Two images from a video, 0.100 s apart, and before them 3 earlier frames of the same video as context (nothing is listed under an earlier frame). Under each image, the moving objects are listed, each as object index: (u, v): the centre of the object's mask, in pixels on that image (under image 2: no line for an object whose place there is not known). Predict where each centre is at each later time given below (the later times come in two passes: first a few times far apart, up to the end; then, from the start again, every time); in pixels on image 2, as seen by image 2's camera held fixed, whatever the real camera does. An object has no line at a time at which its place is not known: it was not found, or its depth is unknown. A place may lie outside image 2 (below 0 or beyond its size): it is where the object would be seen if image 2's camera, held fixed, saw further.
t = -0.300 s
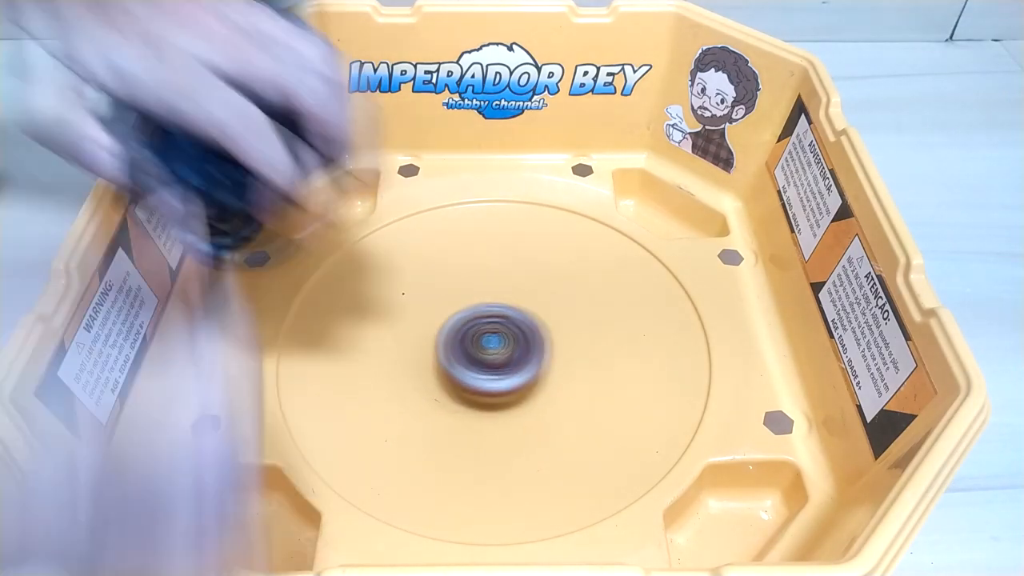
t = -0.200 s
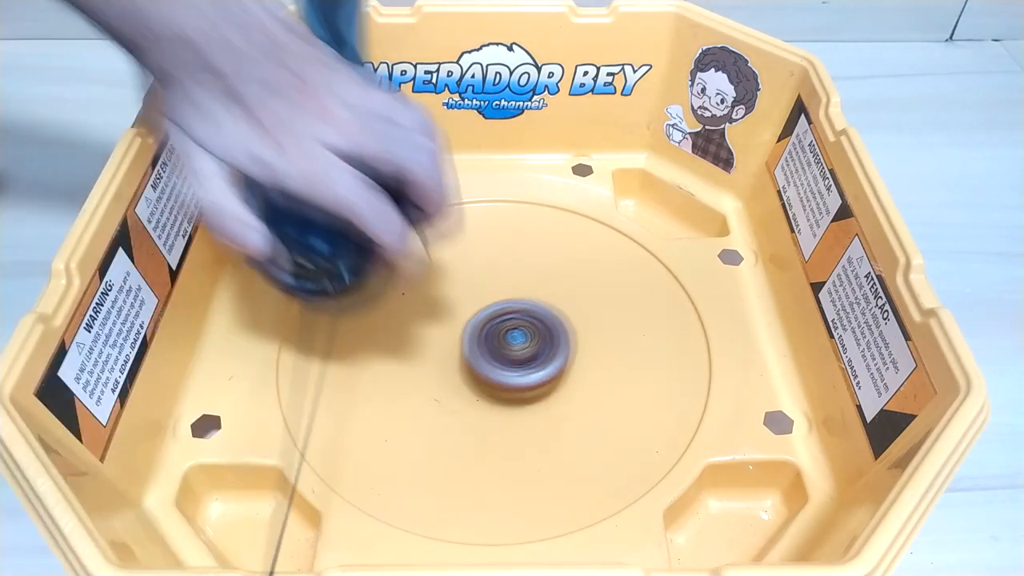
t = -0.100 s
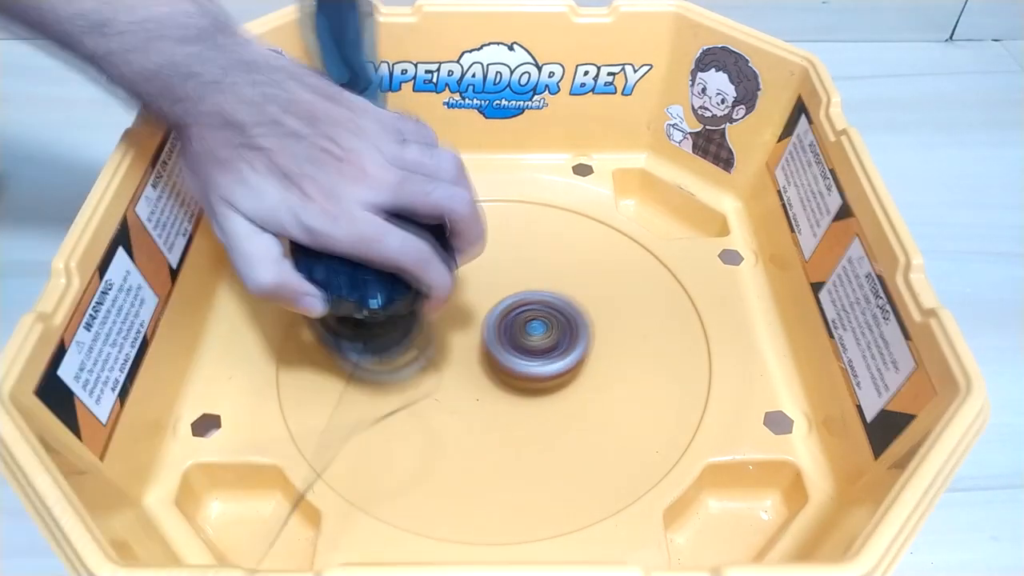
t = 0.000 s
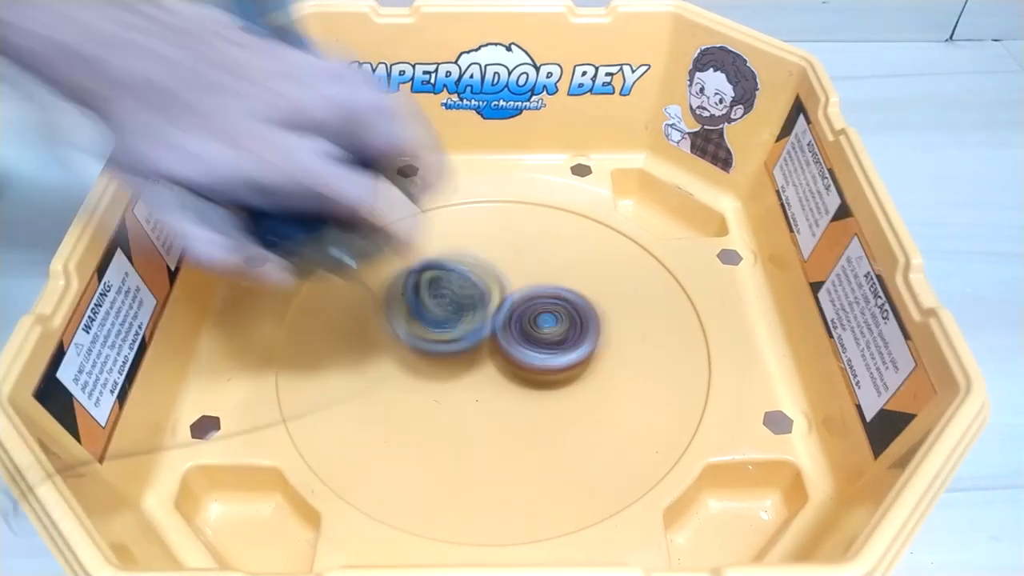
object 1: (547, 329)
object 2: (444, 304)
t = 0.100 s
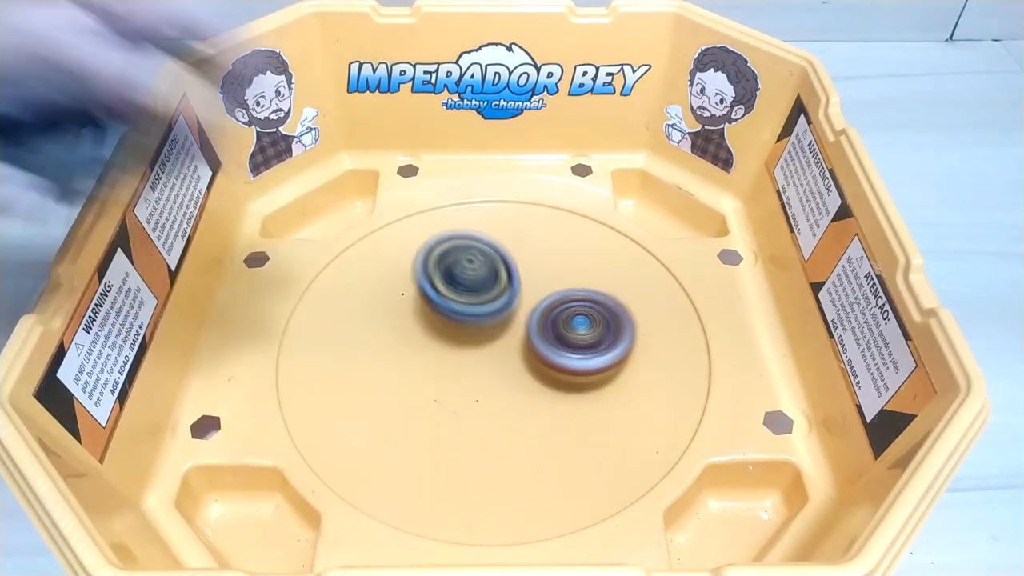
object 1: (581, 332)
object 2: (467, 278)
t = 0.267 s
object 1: (574, 321)
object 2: (480, 249)
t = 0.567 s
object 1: (507, 311)
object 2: (464, 226)
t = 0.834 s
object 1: (447, 332)
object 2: (442, 234)
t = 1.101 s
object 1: (449, 381)
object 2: (480, 268)
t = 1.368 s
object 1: (487, 364)
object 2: (564, 245)
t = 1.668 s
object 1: (462, 339)
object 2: (511, 249)
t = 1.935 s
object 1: (448, 380)
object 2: (582, 316)
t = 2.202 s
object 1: (475, 378)
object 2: (637, 264)
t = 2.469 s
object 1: (431, 420)
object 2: (538, 267)
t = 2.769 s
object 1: (551, 443)
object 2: (486, 341)
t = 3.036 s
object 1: (630, 418)
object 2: (443, 362)
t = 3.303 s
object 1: (707, 311)
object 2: (320, 418)
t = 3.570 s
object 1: (568, 217)
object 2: (385, 364)
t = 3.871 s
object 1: (398, 265)
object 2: (420, 371)
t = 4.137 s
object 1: (347, 331)
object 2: (485, 415)
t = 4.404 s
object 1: (375, 392)
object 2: (521, 335)
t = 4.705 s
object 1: (468, 420)
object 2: (408, 301)
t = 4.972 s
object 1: (552, 393)
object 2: (409, 373)
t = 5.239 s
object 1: (657, 320)
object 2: (477, 347)
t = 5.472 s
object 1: (650, 253)
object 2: (452, 285)
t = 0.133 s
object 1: (583, 331)
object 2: (471, 283)
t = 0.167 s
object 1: (583, 329)
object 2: (474, 266)
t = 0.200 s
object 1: (582, 326)
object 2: (476, 250)
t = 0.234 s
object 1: (578, 323)
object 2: (478, 247)
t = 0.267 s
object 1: (574, 321)
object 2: (480, 249)
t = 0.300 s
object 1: (567, 319)
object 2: (479, 237)
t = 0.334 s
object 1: (561, 317)
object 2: (479, 231)
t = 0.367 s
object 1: (553, 316)
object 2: (479, 231)
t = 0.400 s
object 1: (544, 313)
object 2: (477, 226)
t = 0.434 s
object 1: (538, 311)
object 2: (476, 224)
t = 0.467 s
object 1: (529, 310)
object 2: (473, 224)
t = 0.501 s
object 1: (522, 311)
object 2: (470, 222)
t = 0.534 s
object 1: (515, 312)
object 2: (468, 226)
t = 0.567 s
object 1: (507, 311)
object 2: (464, 226)
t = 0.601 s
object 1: (498, 311)
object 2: (460, 229)
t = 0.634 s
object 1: (492, 312)
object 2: (457, 231)
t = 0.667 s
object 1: (483, 315)
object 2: (453, 233)
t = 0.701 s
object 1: (472, 317)
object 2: (450, 235)
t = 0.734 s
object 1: (466, 319)
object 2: (448, 235)
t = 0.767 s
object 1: (457, 322)
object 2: (445, 235)
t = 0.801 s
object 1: (451, 327)
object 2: (443, 234)
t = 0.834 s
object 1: (447, 332)
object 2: (442, 234)
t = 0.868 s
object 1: (443, 339)
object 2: (440, 236)
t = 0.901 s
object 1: (439, 348)
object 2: (440, 239)
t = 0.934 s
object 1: (436, 354)
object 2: (442, 244)
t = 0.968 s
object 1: (436, 359)
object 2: (445, 249)
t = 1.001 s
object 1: (437, 366)
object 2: (452, 255)
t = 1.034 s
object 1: (440, 373)
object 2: (460, 260)
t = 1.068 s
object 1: (443, 376)
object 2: (468, 264)
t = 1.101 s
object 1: (449, 381)
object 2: (480, 268)
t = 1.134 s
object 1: (457, 383)
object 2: (493, 271)
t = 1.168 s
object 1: (462, 384)
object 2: (503, 272)
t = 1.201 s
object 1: (470, 383)
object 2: (519, 271)
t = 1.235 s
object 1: (478, 379)
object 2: (533, 268)
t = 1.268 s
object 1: (481, 377)
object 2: (542, 265)
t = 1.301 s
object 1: (485, 371)
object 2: (553, 258)
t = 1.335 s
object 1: (487, 367)
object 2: (561, 251)
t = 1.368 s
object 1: (487, 364)
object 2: (564, 245)
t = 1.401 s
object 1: (485, 359)
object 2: (566, 238)
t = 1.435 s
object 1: (482, 355)
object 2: (563, 230)
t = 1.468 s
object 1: (481, 353)
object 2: (560, 225)
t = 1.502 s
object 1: (477, 349)
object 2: (552, 222)
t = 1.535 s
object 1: (473, 345)
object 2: (543, 221)
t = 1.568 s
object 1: (471, 343)
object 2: (536, 223)
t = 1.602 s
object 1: (467, 341)
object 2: (525, 229)
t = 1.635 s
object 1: (464, 339)
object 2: (516, 239)
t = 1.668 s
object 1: (462, 339)
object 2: (511, 249)
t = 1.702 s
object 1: (459, 341)
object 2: (507, 261)
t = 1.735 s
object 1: (449, 352)
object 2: (510, 274)
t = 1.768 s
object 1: (444, 360)
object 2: (515, 280)
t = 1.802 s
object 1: (440, 367)
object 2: (525, 291)
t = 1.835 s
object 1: (441, 372)
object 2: (538, 300)
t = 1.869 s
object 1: (442, 374)
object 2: (547, 306)
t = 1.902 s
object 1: (444, 377)
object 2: (565, 313)
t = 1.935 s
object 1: (448, 380)
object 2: (582, 316)
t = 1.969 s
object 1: (450, 381)
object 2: (595, 316)
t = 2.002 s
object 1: (454, 382)
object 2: (612, 314)
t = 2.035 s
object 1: (458, 383)
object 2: (627, 308)
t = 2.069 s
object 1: (460, 383)
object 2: (634, 303)
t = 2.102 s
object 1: (465, 382)
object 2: (643, 293)
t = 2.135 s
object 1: (469, 381)
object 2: (646, 282)
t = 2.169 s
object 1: (472, 380)
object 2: (645, 274)
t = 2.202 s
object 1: (475, 378)
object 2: (637, 264)
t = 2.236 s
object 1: (479, 375)
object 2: (624, 257)
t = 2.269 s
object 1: (480, 374)
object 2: (610, 254)
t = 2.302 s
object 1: (483, 371)
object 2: (590, 254)
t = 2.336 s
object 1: (485, 368)
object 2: (569, 260)
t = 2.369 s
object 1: (486, 366)
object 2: (552, 269)
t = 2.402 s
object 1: (486, 366)
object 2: (536, 280)
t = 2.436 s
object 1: (445, 406)
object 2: (533, 277)
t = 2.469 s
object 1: (431, 420)
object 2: (538, 267)
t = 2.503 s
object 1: (406, 445)
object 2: (542, 258)
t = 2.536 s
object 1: (397, 467)
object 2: (541, 255)
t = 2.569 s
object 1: (399, 483)
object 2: (539, 255)
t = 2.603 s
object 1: (427, 491)
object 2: (528, 262)
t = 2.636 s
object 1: (464, 486)
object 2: (515, 273)
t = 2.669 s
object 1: (491, 480)
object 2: (504, 285)
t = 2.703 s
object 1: (518, 468)
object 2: (494, 304)
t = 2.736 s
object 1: (538, 455)
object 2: (489, 324)
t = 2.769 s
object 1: (551, 443)
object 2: (486, 341)
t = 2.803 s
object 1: (566, 434)
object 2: (486, 356)
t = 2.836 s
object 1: (592, 437)
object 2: (479, 359)
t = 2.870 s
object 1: (613, 444)
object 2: (468, 354)
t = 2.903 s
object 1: (630, 448)
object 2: (457, 350)
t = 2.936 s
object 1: (637, 442)
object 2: (449, 347)
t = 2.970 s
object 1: (637, 437)
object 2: (446, 349)
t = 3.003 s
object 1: (635, 428)
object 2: (443, 353)
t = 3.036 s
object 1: (630, 418)
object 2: (443, 362)
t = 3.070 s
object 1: (626, 412)
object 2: (444, 369)
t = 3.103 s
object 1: (617, 401)
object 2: (450, 383)
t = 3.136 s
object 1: (606, 391)
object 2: (460, 397)
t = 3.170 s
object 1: (600, 385)
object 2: (470, 408)
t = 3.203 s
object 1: (620, 371)
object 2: (453, 417)
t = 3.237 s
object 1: (669, 352)
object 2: (403, 419)
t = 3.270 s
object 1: (704, 331)
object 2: (361, 420)
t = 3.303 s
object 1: (707, 311)
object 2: (320, 418)
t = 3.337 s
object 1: (690, 293)
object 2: (299, 409)
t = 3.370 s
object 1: (676, 278)
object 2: (298, 402)
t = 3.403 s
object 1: (661, 262)
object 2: (302, 394)
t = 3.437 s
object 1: (645, 247)
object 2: (313, 387)
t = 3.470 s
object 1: (625, 235)
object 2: (333, 377)
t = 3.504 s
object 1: (613, 229)
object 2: (343, 374)
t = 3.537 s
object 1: (593, 222)
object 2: (363, 369)
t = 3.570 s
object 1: (568, 217)
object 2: (385, 364)
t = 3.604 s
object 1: (555, 216)
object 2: (396, 362)
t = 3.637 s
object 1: (533, 217)
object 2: (413, 359)
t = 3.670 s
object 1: (509, 220)
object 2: (429, 357)
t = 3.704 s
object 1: (496, 224)
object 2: (436, 356)
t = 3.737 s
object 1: (475, 230)
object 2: (440, 354)
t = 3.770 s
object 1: (453, 239)
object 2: (439, 352)
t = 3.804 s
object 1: (437, 247)
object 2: (436, 351)
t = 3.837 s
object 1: (418, 259)
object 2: (428, 353)
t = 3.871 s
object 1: (398, 265)
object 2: (420, 371)
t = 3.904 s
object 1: (390, 268)
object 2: (419, 378)
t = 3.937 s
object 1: (377, 277)
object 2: (422, 391)
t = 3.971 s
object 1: (366, 288)
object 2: (429, 402)
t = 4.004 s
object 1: (361, 294)
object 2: (436, 407)
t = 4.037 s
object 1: (355, 303)
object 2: (447, 414)
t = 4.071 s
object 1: (350, 314)
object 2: (461, 417)
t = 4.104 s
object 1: (348, 321)
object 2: (471, 417)
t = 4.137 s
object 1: (347, 331)
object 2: (485, 415)
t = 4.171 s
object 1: (346, 341)
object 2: (501, 409)
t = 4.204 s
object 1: (347, 347)
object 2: (508, 403)
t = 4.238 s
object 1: (349, 356)
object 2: (518, 393)
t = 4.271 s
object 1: (353, 365)
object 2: (525, 381)
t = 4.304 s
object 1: (356, 371)
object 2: (527, 372)
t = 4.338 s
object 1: (362, 378)
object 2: (527, 358)
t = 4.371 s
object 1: (369, 387)
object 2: (524, 345)
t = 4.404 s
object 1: (375, 392)
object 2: (521, 335)
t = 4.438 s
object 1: (384, 398)
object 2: (513, 324)
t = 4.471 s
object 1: (394, 405)
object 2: (500, 312)
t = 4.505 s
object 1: (401, 408)
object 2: (492, 308)
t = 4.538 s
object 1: (412, 412)
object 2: (478, 300)
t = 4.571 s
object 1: (427, 416)
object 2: (458, 296)
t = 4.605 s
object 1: (435, 417)
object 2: (449, 294)
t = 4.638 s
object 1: (446, 420)
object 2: (433, 295)
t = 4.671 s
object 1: (460, 420)
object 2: (416, 298)
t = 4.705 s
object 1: (468, 420)
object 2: (408, 301)
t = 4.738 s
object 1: (481, 420)
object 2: (396, 308)
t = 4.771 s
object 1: (493, 418)
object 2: (387, 317)
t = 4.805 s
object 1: (502, 416)
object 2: (383, 324)
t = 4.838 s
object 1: (514, 412)
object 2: (381, 336)
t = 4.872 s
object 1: (526, 408)
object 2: (382, 346)
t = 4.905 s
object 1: (534, 404)
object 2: (386, 354)
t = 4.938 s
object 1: (543, 398)
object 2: (395, 364)
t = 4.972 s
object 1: (552, 393)
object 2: (409, 373)
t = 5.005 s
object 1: (559, 386)
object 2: (419, 378)
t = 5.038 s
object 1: (565, 380)
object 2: (436, 382)
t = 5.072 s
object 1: (575, 372)
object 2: (455, 383)
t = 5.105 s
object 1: (592, 368)
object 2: (454, 378)
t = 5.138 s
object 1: (618, 360)
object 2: (452, 371)
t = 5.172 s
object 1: (639, 346)
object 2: (459, 363)
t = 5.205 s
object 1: (647, 335)
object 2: (466, 357)
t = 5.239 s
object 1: (657, 320)
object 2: (477, 347)
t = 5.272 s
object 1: (663, 305)
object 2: (484, 335)
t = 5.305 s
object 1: (667, 293)
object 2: (485, 328)
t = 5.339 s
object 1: (668, 283)
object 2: (484, 316)
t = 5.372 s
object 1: (666, 273)
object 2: (479, 305)
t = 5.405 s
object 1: (663, 266)
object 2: (475, 297)
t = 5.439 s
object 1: (657, 258)
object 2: (464, 290)
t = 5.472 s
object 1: (650, 253)
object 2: (452, 285)
